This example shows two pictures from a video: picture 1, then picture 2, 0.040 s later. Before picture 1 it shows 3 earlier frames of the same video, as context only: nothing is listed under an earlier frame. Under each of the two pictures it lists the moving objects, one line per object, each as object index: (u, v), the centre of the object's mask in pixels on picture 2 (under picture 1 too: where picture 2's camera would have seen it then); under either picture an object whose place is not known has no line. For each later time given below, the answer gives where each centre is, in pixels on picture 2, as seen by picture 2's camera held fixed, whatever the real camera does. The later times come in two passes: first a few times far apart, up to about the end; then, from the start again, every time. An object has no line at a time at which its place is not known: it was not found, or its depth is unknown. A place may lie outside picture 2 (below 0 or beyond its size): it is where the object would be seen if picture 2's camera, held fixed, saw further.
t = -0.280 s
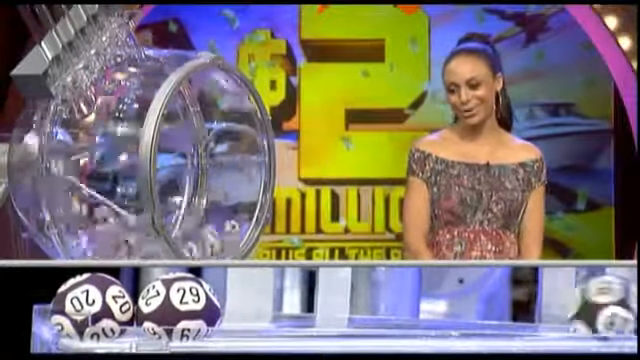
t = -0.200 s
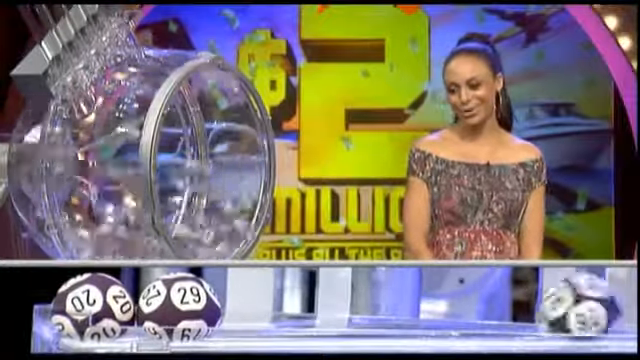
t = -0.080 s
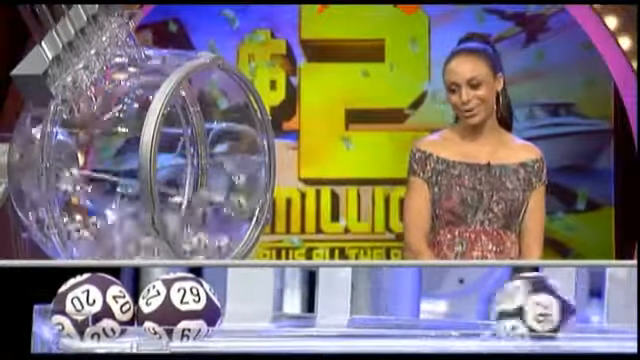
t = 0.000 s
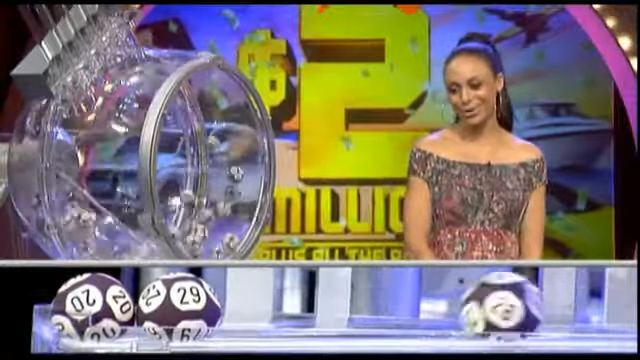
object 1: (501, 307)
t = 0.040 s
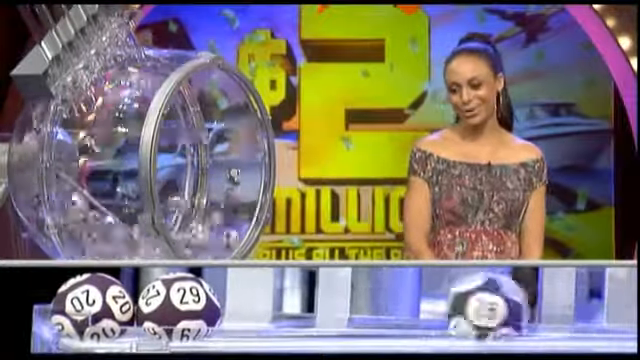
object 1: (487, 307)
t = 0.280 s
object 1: (376, 306)
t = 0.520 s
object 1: (261, 306)
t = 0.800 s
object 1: (271, 307)
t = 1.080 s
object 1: (262, 307)
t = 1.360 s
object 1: (262, 307)
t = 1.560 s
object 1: (262, 307)
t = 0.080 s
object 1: (471, 306)
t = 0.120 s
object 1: (453, 306)
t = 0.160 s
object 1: (433, 307)
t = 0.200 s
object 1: (414, 304)
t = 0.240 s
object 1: (394, 306)
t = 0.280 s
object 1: (376, 306)
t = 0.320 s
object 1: (360, 304)
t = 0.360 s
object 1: (337, 307)
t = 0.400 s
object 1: (316, 306)
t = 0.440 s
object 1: (295, 307)
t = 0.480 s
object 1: (275, 307)
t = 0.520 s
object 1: (261, 306)
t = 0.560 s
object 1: (262, 307)
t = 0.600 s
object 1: (265, 307)
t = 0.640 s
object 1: (268, 307)
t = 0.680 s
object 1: (270, 307)
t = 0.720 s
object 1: (271, 307)
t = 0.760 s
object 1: (271, 307)
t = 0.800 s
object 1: (271, 307)
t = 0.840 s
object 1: (270, 307)
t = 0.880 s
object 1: (269, 307)
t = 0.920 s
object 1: (267, 307)
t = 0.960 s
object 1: (264, 307)
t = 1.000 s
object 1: (262, 307)
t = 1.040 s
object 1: (262, 307)
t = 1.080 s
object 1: (262, 307)
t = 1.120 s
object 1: (262, 307)
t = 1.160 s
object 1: (262, 307)
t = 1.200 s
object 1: (262, 307)
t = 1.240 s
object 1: (262, 307)
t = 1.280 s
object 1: (262, 307)
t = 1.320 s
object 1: (262, 307)
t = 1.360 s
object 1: (262, 307)
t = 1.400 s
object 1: (262, 307)
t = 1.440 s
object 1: (262, 307)
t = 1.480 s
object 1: (262, 307)
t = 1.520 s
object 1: (262, 307)
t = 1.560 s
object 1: (262, 307)
